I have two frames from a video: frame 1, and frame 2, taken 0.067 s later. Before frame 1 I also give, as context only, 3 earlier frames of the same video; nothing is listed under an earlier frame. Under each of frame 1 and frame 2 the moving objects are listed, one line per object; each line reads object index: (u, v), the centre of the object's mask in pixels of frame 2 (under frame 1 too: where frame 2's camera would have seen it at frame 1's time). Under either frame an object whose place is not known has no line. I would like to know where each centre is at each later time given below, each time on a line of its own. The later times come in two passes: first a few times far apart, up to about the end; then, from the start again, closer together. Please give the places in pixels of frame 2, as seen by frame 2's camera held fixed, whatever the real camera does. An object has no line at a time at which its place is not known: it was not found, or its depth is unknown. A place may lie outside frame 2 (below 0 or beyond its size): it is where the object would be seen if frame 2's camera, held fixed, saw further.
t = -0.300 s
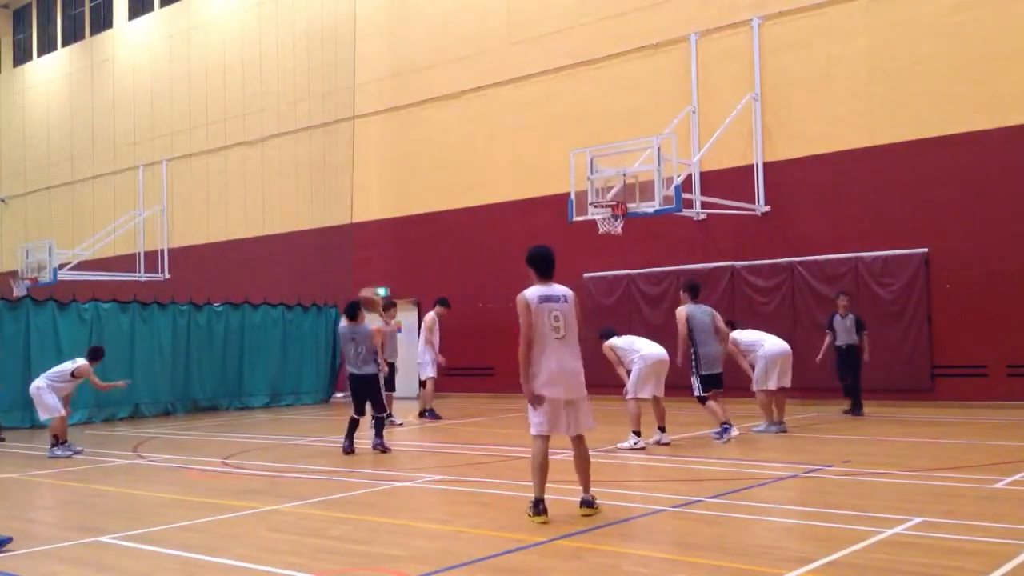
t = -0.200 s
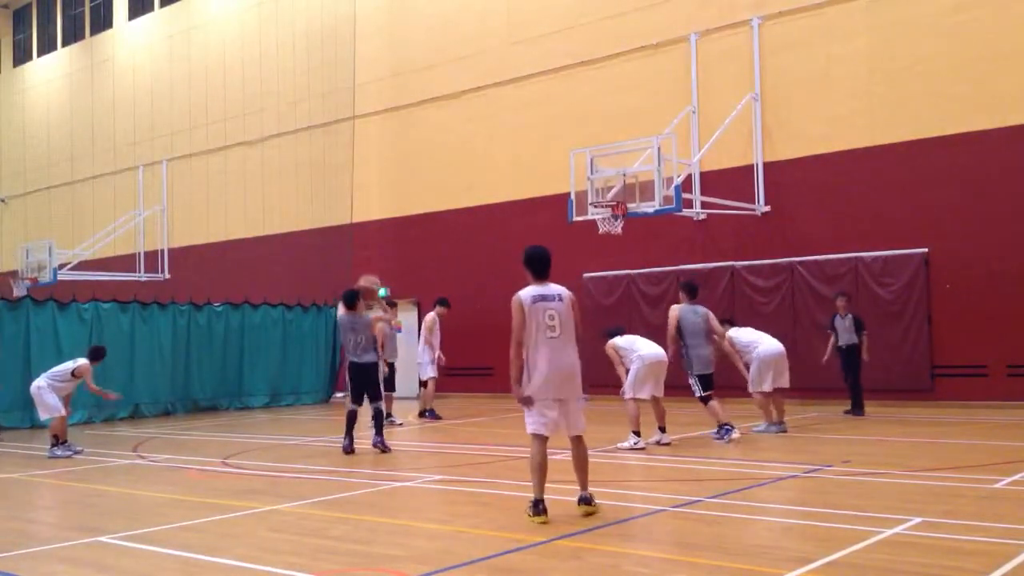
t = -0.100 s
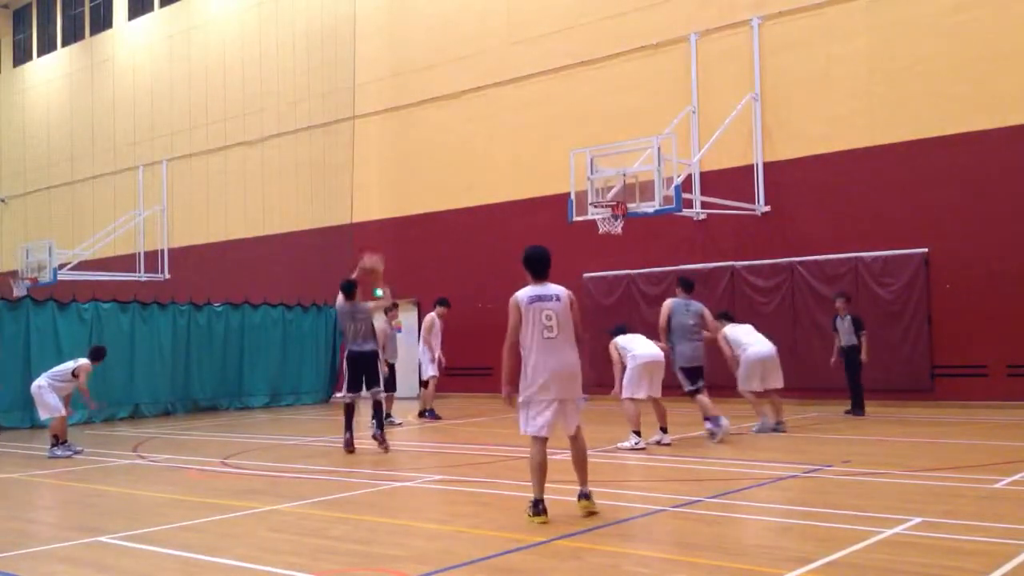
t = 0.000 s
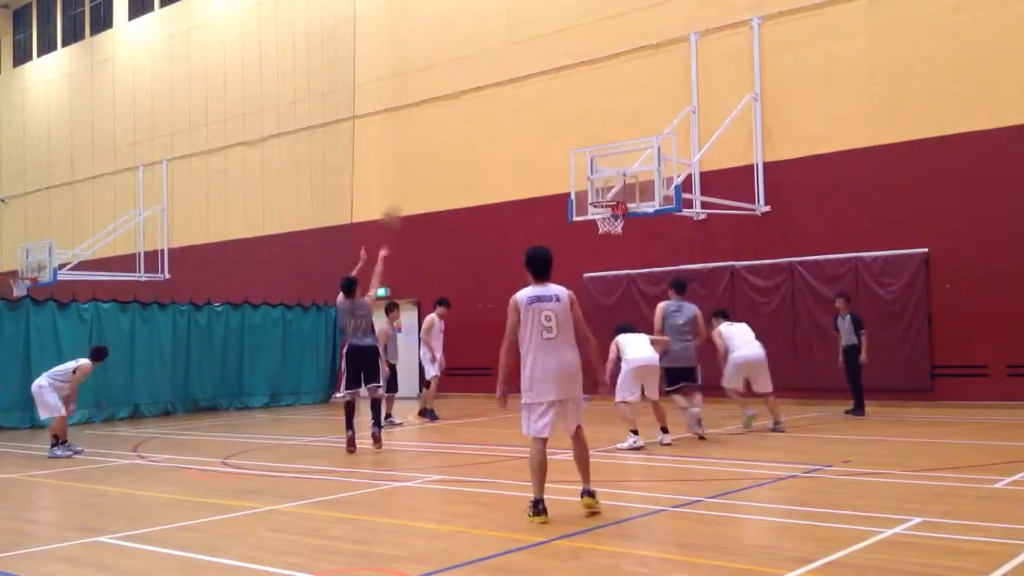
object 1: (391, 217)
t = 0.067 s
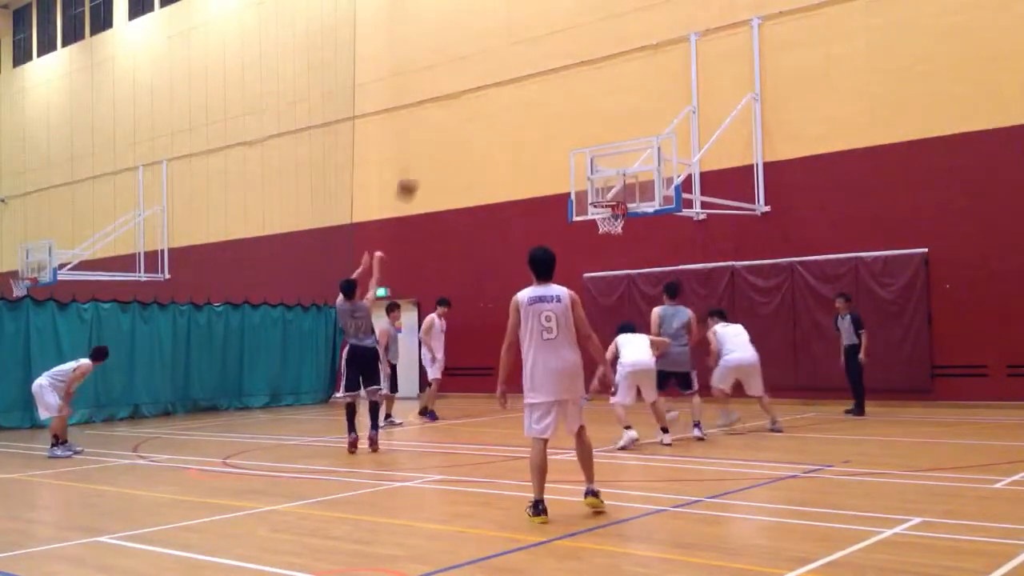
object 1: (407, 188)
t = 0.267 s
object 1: (452, 123)
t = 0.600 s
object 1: (520, 95)
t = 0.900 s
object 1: (574, 141)
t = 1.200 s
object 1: (613, 193)
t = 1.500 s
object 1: (640, 212)
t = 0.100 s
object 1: (414, 174)
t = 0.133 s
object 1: (422, 162)
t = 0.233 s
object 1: (445, 131)
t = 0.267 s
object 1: (452, 123)
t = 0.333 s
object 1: (466, 111)
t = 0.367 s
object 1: (473, 105)
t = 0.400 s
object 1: (481, 101)
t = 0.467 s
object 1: (494, 96)
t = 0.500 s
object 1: (500, 95)
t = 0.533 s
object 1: (507, 94)
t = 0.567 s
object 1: (513, 94)
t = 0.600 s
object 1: (520, 95)
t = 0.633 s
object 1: (527, 97)
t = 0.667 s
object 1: (533, 100)
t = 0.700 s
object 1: (539, 104)
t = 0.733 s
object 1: (545, 109)
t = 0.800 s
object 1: (557, 119)
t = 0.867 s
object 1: (569, 133)
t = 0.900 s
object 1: (574, 141)
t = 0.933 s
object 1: (580, 148)
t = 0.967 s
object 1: (587, 160)
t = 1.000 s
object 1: (592, 168)
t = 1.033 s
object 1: (596, 176)
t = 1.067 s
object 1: (601, 186)
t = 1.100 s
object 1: (607, 194)
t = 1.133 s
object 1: (610, 193)
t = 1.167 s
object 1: (611, 193)
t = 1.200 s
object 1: (613, 193)
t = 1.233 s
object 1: (615, 194)
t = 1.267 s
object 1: (617, 194)
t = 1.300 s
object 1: (616, 194)
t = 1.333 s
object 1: (616, 195)
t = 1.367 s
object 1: (623, 194)
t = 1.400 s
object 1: (626, 196)
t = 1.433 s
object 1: (635, 203)
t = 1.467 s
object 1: (637, 209)
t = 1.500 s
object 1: (640, 212)
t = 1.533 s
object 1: (644, 220)
